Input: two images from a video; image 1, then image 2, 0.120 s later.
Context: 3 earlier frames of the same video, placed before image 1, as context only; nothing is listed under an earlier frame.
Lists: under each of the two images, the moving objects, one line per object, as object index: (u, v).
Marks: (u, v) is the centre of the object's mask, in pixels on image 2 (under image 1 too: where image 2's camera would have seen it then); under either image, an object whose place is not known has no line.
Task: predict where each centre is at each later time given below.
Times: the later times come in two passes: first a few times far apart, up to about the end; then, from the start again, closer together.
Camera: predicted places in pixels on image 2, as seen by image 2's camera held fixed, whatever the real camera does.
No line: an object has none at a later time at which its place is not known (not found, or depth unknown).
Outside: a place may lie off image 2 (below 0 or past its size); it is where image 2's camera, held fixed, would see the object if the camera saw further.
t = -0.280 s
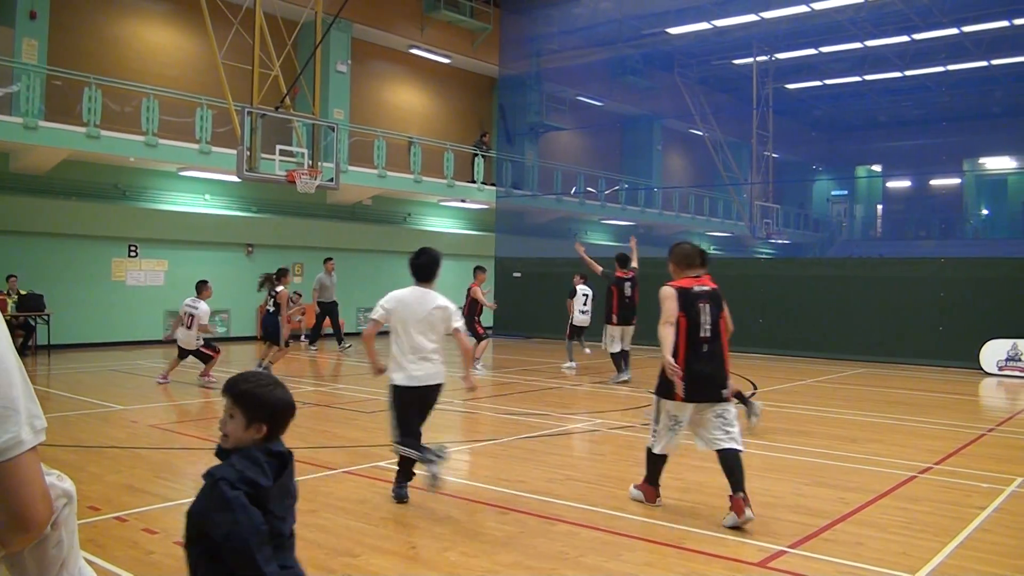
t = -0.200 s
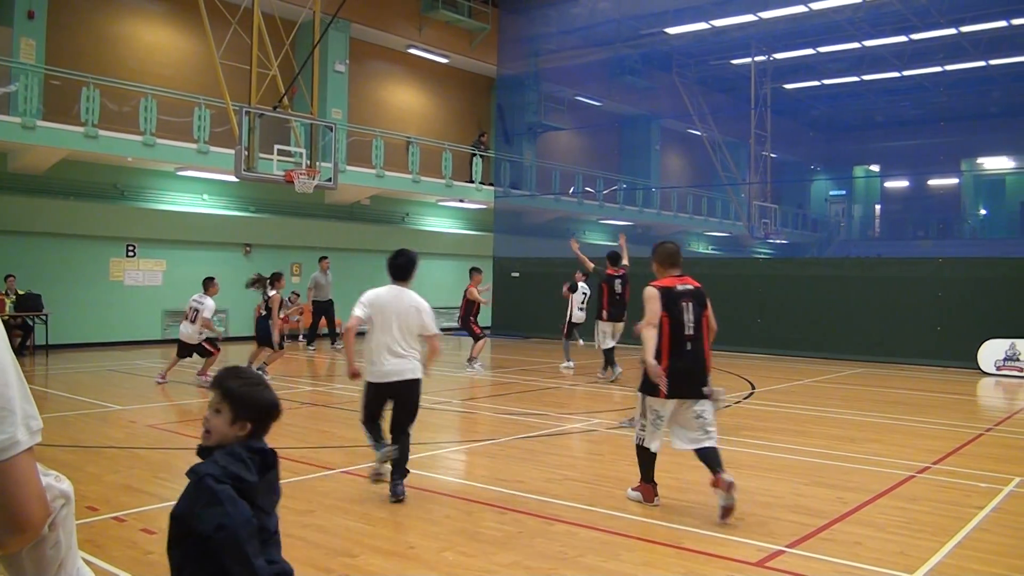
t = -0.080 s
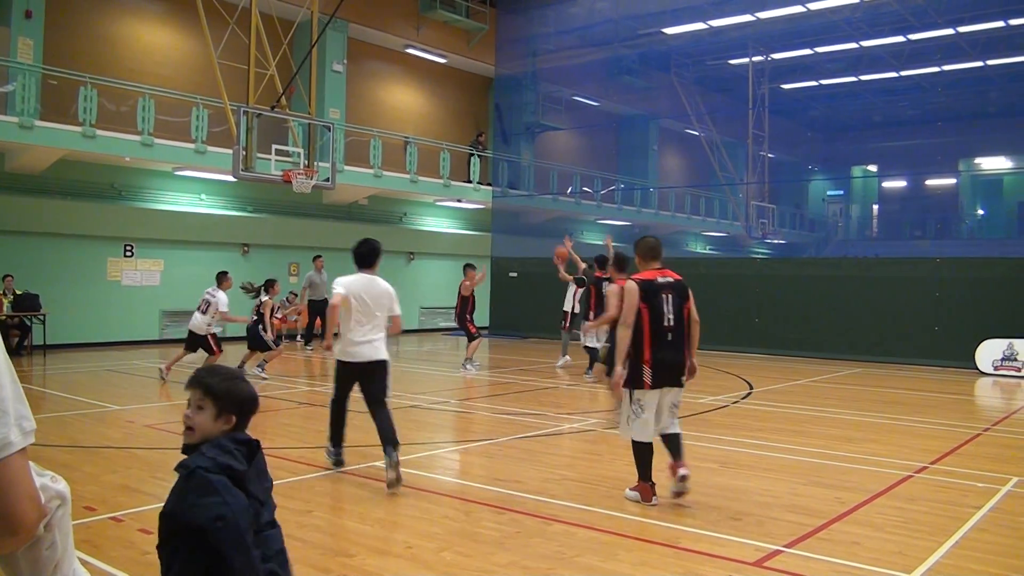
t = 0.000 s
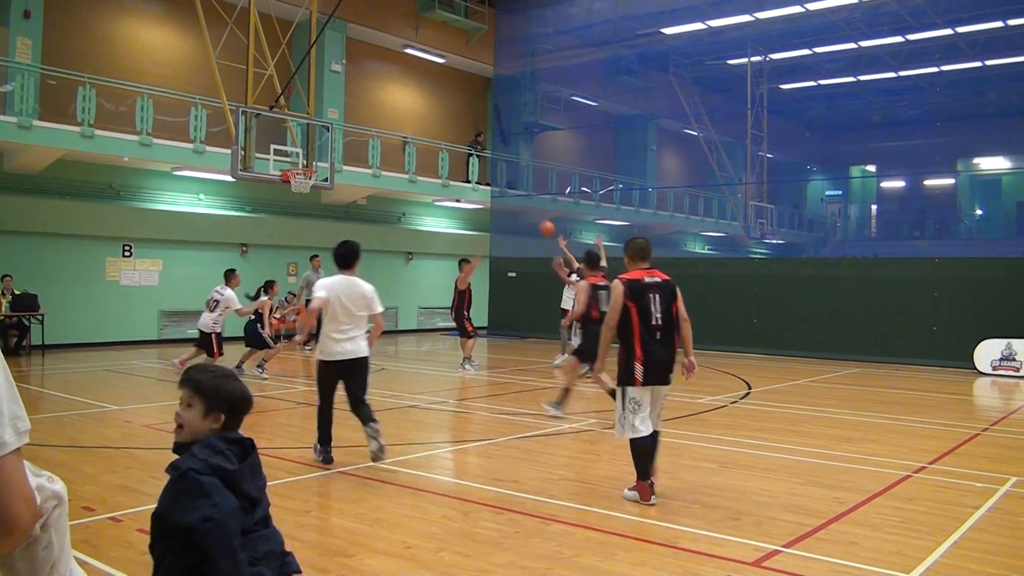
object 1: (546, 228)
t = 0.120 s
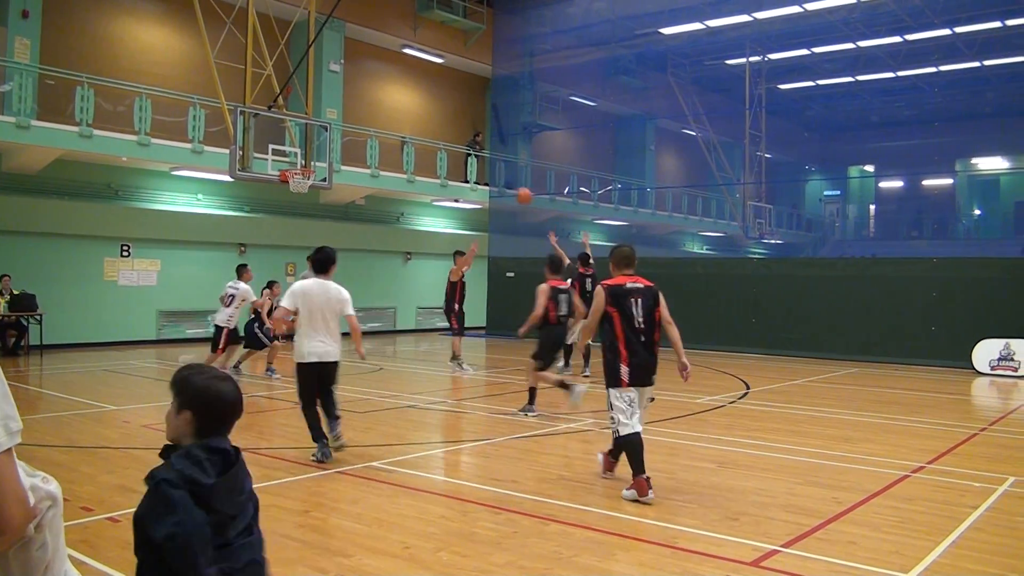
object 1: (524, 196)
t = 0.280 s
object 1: (491, 161)
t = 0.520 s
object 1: (427, 131)
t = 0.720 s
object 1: (358, 136)
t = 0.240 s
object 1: (499, 169)
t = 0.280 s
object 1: (491, 161)
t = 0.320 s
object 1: (481, 153)
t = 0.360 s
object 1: (471, 147)
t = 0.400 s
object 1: (461, 141)
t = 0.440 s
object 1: (451, 136)
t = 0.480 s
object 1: (439, 133)
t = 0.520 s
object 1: (427, 131)
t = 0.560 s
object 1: (415, 129)
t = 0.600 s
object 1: (402, 128)
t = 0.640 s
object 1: (387, 130)
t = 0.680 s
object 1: (374, 132)
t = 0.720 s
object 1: (358, 136)
